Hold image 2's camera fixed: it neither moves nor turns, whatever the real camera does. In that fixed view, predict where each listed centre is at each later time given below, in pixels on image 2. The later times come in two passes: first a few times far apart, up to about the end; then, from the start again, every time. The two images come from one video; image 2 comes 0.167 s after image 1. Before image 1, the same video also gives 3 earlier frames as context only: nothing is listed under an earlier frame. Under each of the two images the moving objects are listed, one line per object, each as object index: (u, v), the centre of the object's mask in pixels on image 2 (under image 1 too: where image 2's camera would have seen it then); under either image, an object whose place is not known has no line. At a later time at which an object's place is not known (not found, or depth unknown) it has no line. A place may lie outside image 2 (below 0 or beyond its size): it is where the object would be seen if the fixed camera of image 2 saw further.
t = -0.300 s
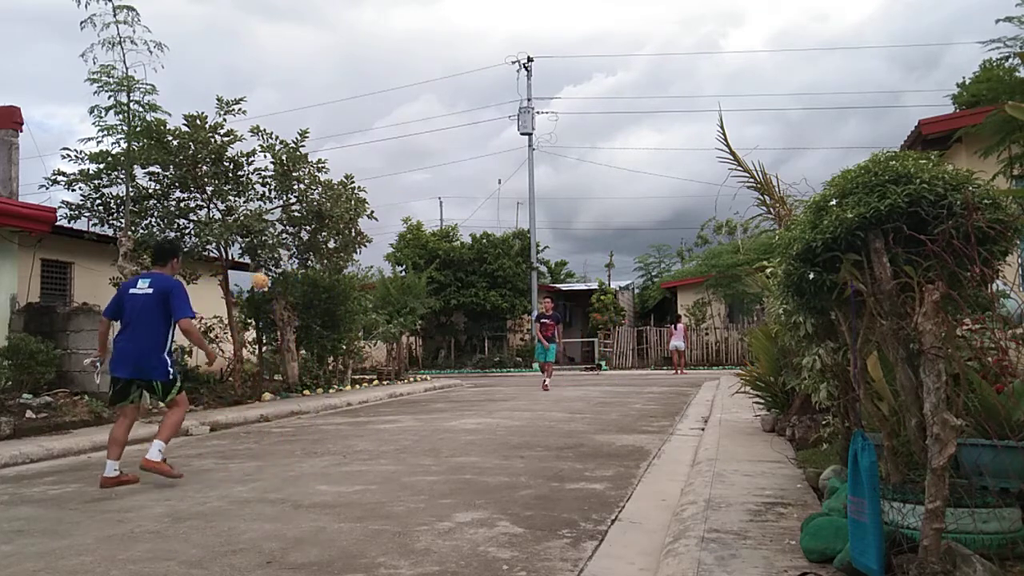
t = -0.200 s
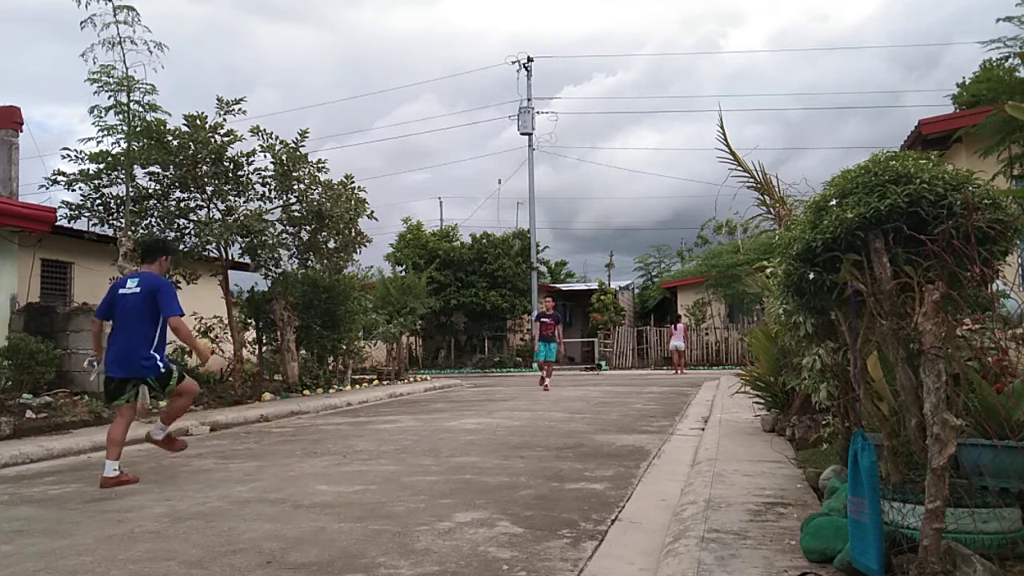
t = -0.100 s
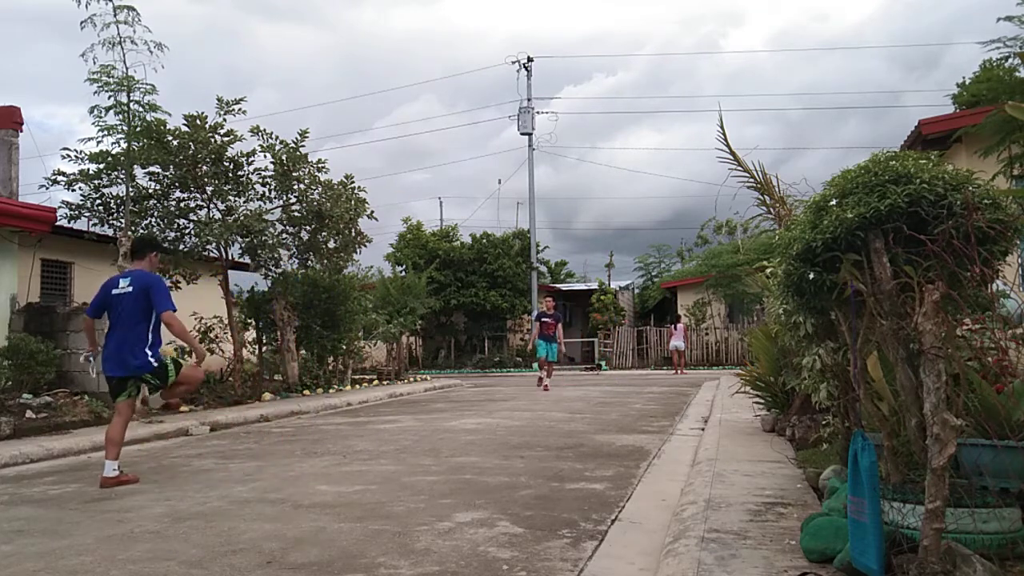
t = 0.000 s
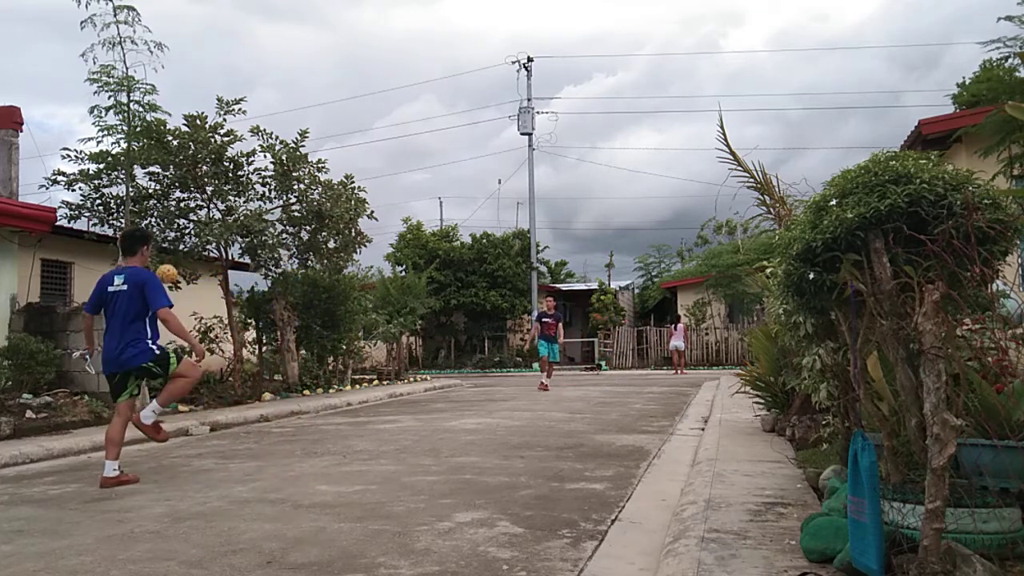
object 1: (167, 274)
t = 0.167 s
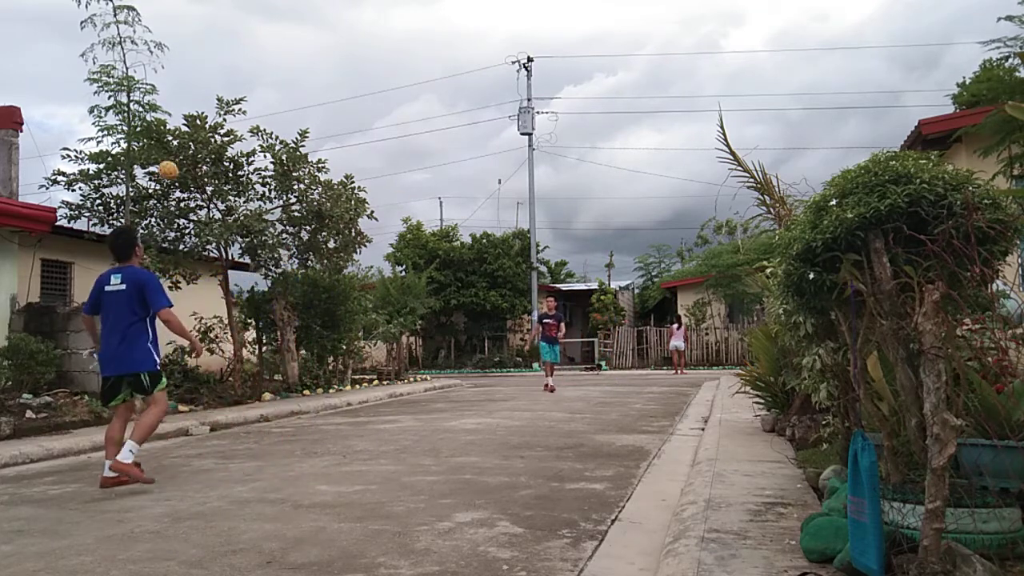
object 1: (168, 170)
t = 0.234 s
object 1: (167, 141)
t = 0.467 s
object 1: (167, 83)
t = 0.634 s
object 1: (166, 88)
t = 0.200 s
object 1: (167, 155)
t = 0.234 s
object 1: (167, 141)
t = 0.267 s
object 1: (167, 128)
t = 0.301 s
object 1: (167, 117)
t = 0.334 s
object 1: (167, 107)
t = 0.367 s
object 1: (168, 99)
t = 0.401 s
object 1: (167, 92)
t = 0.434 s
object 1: (167, 87)
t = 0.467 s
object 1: (167, 83)
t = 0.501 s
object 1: (167, 81)
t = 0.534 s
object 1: (166, 81)
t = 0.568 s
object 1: (166, 81)
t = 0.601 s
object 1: (166, 84)
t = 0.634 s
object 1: (166, 88)
